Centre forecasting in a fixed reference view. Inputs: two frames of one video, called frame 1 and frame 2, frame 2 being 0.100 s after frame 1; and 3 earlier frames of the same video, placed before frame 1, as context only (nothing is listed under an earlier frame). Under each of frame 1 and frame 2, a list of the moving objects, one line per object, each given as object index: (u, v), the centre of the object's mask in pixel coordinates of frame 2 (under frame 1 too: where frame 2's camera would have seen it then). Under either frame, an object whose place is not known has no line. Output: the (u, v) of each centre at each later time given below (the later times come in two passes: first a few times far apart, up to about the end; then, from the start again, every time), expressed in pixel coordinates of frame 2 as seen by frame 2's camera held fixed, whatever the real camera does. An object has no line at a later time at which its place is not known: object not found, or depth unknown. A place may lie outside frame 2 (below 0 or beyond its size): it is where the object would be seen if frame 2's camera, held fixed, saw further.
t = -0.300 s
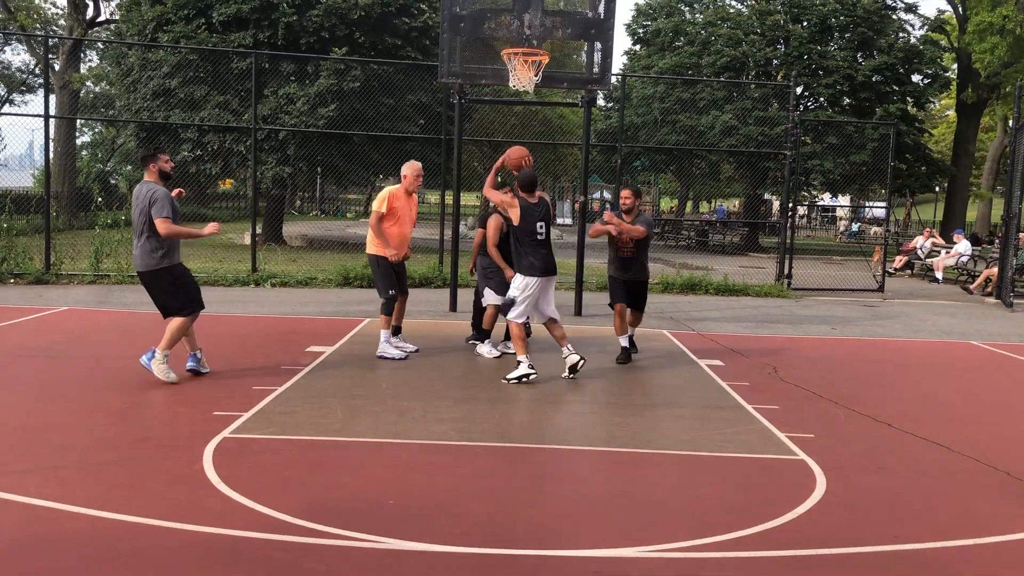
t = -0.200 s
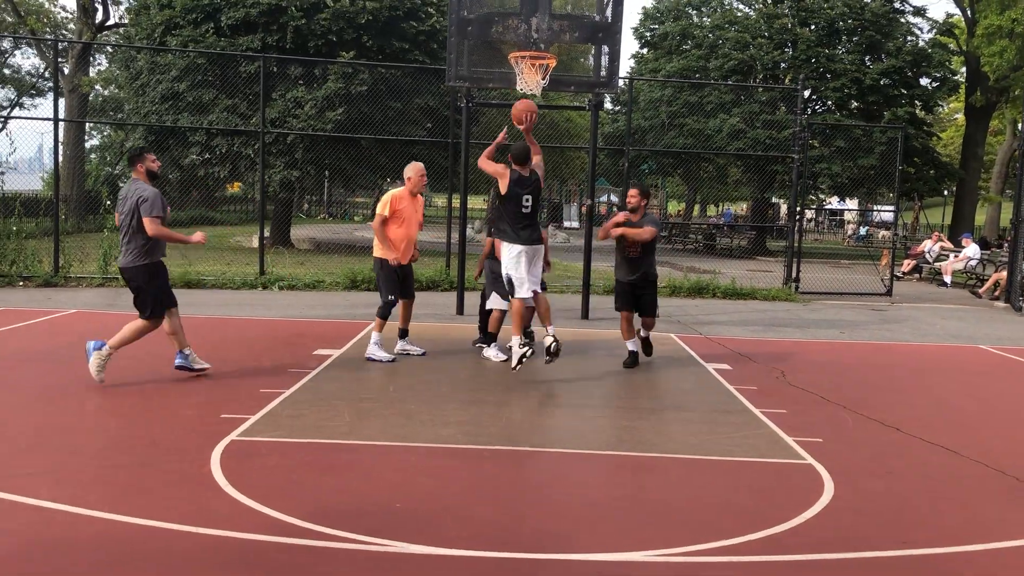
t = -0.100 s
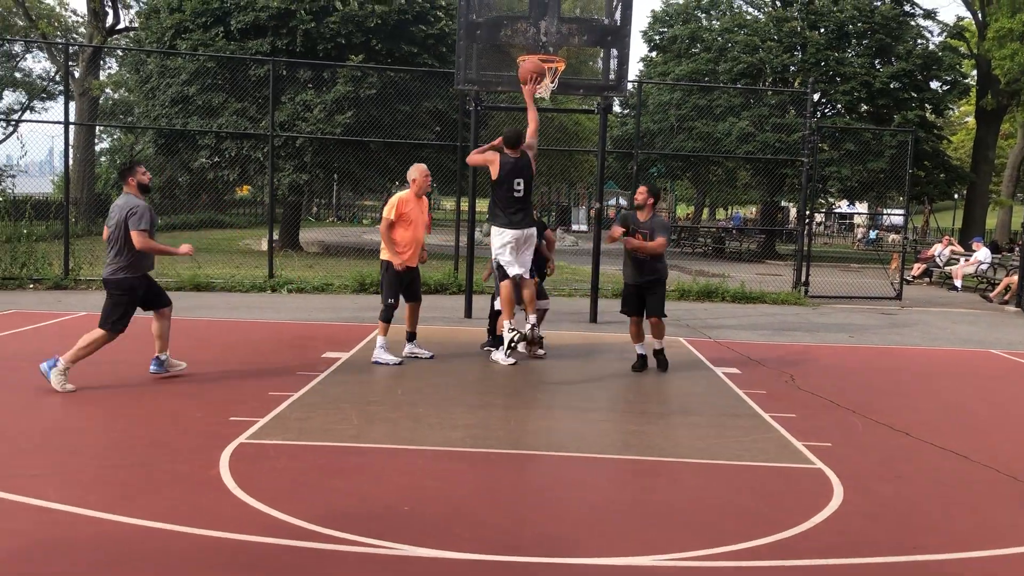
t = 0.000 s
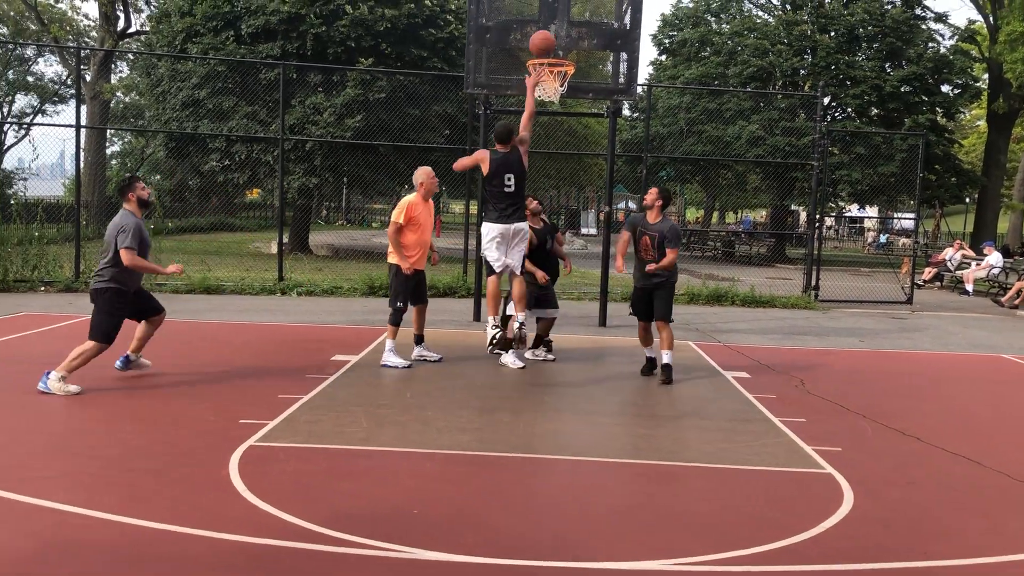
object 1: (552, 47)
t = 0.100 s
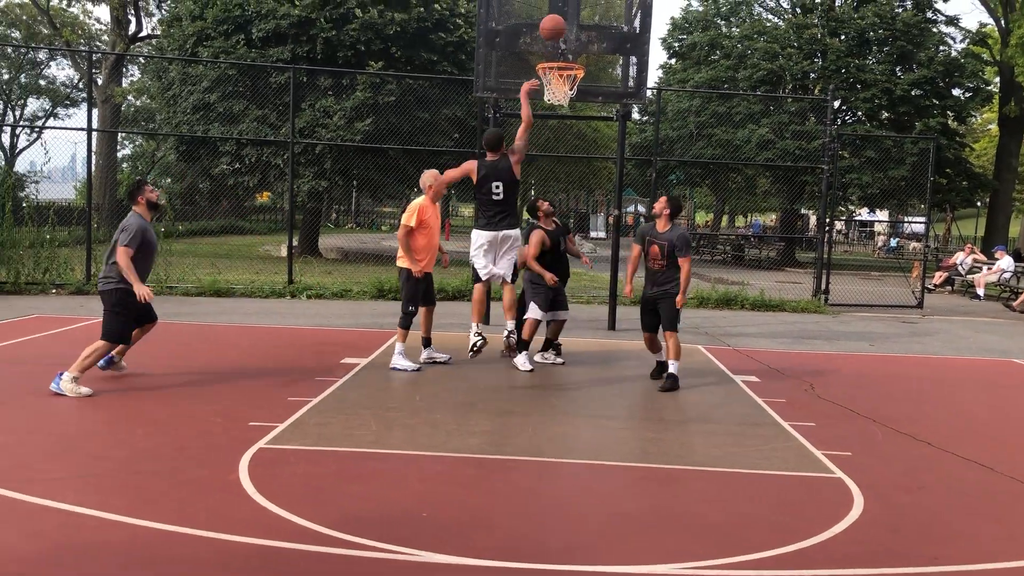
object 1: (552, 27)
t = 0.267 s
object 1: (553, 20)
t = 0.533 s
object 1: (546, 46)
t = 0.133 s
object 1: (553, 24)
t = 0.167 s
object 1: (553, 20)
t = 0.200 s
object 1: (553, 20)
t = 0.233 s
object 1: (553, 20)
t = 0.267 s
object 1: (553, 20)
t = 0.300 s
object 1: (552, 22)
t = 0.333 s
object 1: (552, 26)
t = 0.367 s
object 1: (552, 30)
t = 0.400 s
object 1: (552, 35)
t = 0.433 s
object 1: (551, 41)
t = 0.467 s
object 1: (551, 49)
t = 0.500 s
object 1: (549, 53)
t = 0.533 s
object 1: (546, 46)
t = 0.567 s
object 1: (544, 42)
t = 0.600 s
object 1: (541, 38)
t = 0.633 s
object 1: (537, 34)
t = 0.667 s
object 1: (534, 33)
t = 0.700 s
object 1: (530, 32)
